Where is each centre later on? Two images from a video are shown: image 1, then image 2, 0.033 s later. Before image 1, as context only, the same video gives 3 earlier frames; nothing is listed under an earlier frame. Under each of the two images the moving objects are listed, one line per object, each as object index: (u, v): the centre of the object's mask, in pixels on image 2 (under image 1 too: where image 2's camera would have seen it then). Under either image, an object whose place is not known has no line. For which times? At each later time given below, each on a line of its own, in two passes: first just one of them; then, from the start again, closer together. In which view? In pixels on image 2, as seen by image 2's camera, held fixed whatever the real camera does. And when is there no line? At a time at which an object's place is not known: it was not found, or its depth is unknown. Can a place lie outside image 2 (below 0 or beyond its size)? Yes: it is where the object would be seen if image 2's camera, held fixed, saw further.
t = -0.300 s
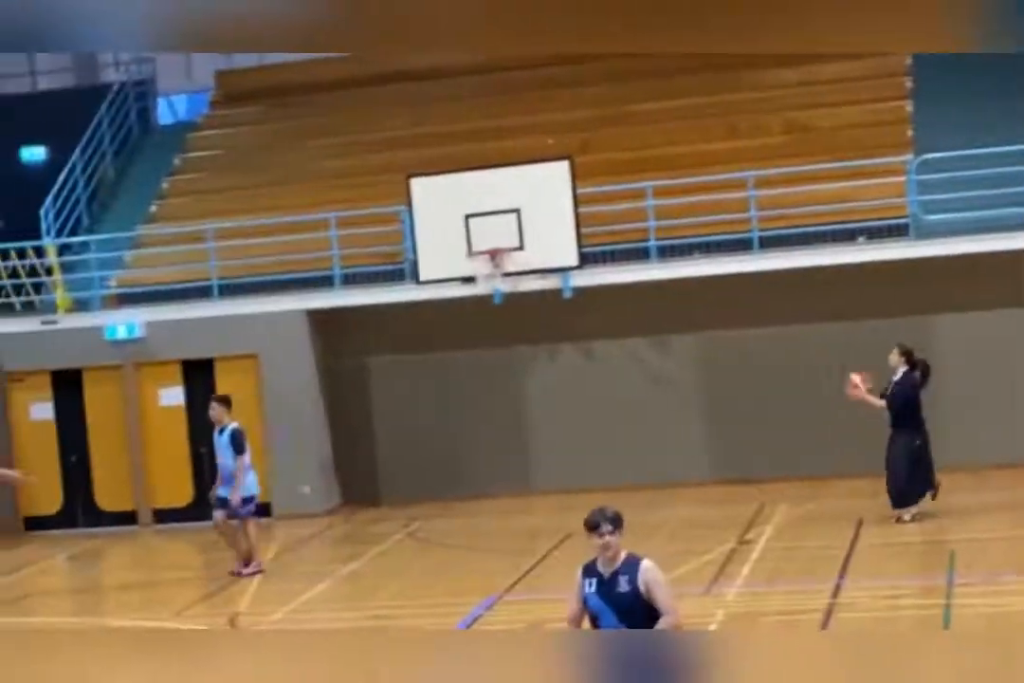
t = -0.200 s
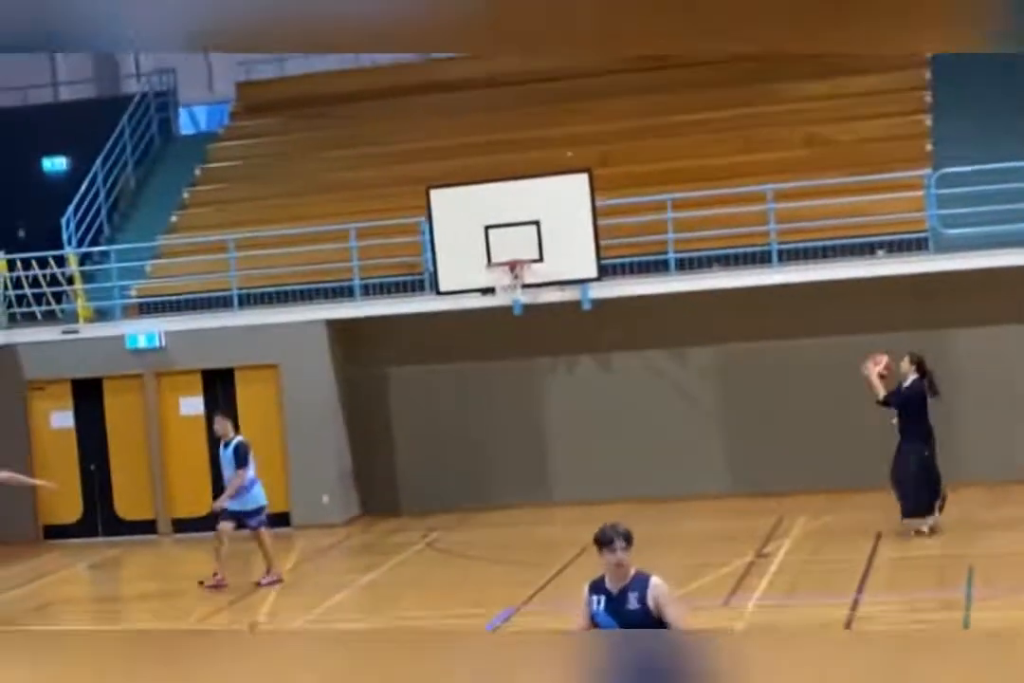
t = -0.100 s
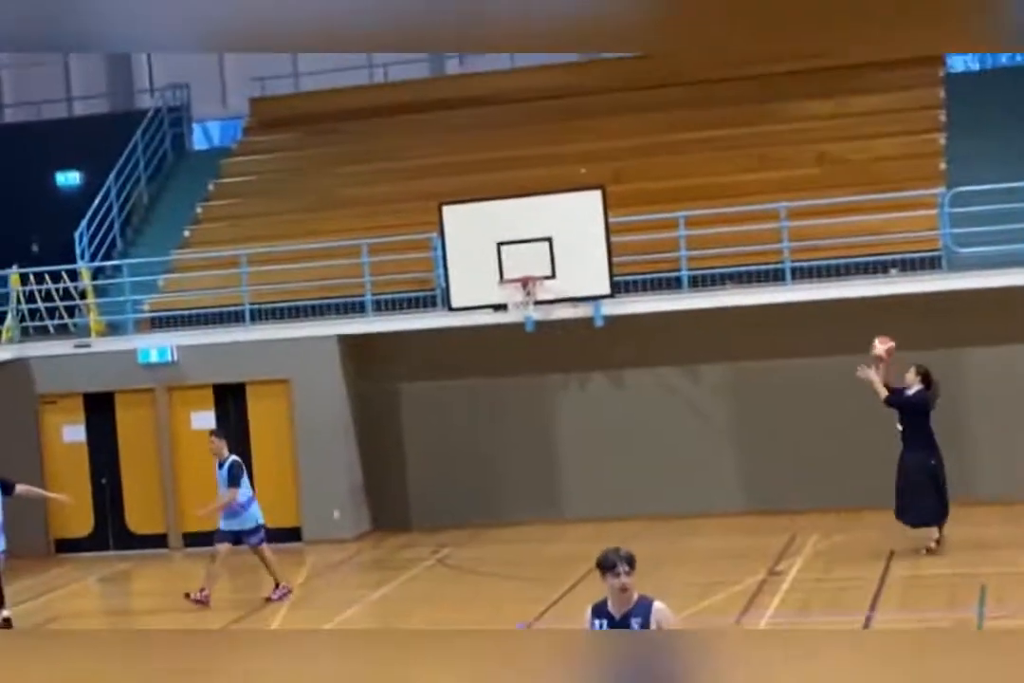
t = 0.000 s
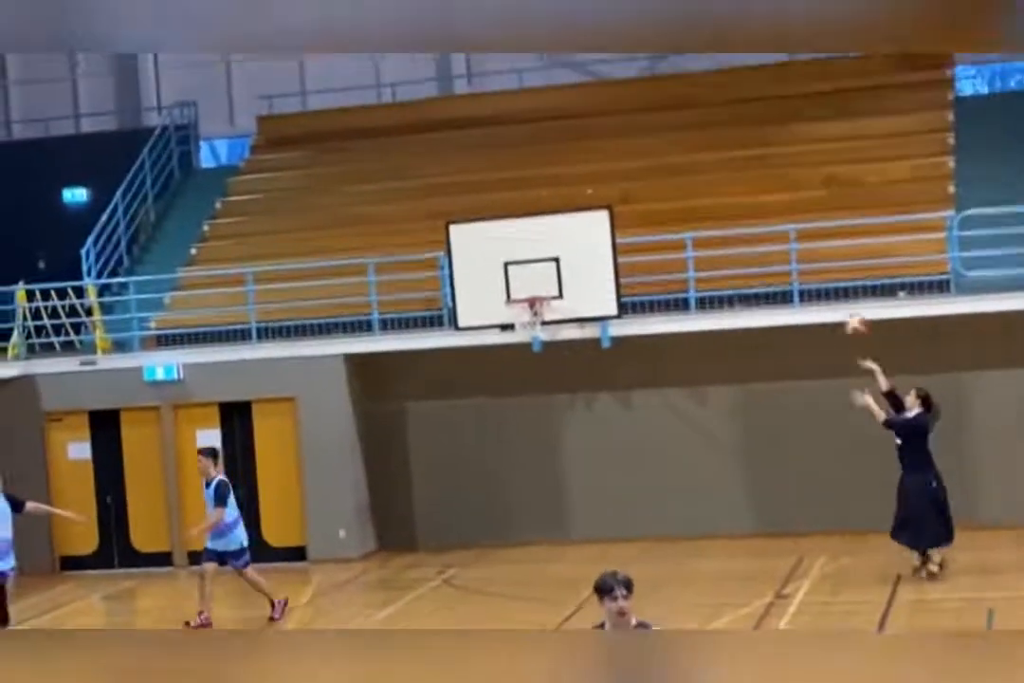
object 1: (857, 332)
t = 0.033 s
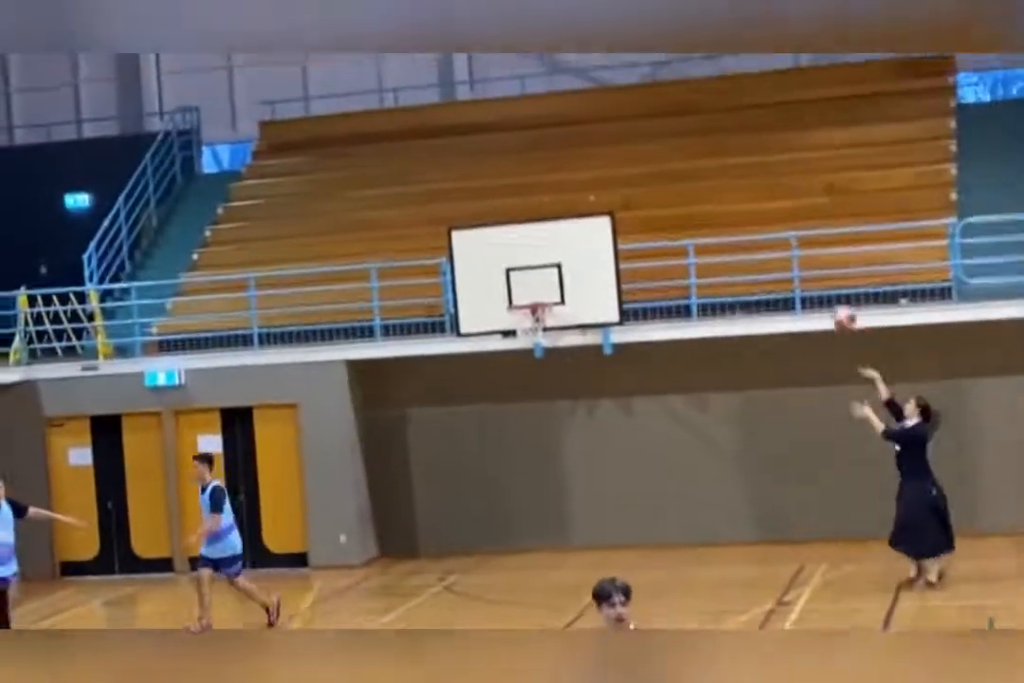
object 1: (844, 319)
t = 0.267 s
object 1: (751, 247)
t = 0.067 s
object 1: (829, 303)
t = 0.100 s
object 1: (815, 292)
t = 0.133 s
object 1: (803, 279)
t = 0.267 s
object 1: (751, 247)
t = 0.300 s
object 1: (737, 241)
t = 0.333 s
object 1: (725, 235)
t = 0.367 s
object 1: (714, 234)
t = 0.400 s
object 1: (701, 232)
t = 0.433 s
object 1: (689, 230)
